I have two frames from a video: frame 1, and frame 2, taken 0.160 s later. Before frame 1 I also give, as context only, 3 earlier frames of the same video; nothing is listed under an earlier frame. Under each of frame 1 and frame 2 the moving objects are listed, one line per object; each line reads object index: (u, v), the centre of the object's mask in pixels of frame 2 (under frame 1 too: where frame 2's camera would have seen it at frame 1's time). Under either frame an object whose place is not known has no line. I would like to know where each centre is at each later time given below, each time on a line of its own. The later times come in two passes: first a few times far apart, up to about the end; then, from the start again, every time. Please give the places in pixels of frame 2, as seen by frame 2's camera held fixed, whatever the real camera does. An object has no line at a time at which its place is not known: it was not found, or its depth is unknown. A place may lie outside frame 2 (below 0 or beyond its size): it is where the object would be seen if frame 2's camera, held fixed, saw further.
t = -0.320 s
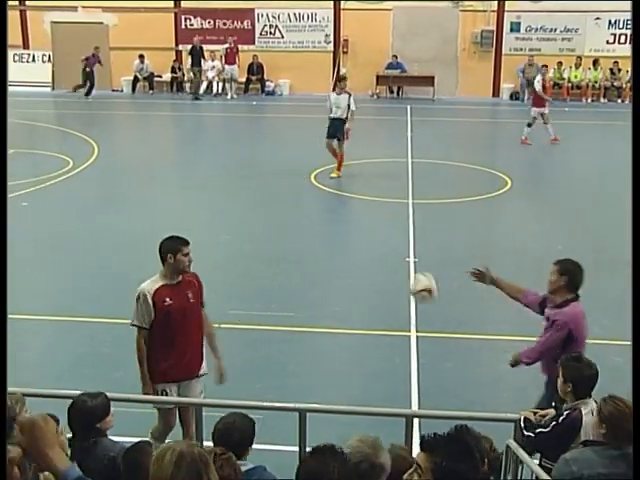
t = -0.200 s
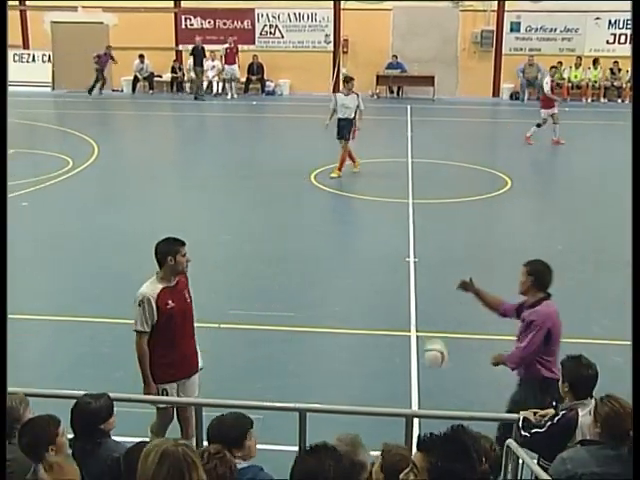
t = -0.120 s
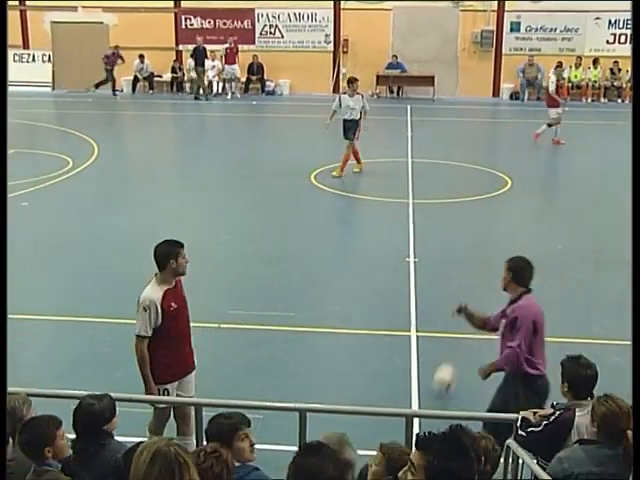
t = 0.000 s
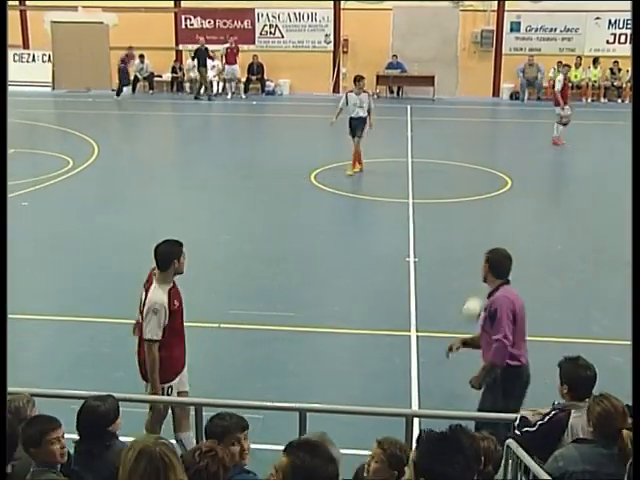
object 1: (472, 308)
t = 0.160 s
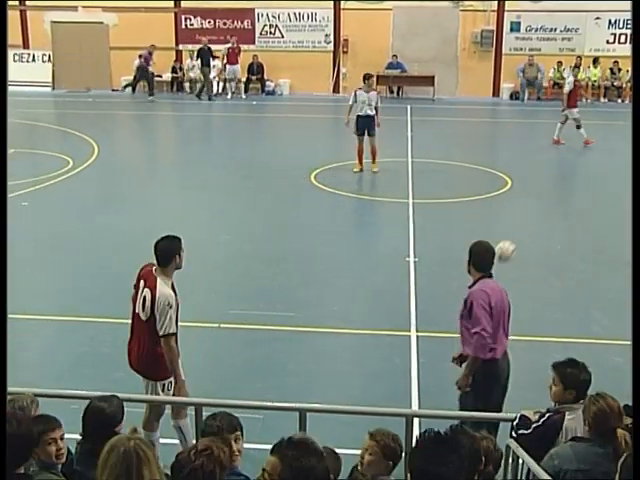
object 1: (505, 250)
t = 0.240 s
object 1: (518, 234)
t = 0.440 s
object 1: (547, 223)
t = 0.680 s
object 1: (572, 253)
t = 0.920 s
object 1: (599, 230)
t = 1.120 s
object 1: (617, 222)
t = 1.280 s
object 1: (628, 218)
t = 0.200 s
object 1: (512, 242)
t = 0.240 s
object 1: (518, 234)
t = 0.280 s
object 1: (526, 228)
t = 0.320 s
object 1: (531, 225)
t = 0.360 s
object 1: (536, 222)
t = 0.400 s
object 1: (542, 222)
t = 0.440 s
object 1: (547, 223)
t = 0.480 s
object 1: (552, 225)
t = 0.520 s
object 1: (557, 228)
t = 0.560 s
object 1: (561, 232)
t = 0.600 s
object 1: (565, 239)
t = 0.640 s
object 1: (568, 245)
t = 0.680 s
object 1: (572, 253)
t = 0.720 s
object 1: (576, 262)
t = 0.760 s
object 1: (578, 261)
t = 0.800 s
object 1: (584, 252)
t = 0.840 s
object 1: (589, 243)
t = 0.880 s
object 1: (593, 236)
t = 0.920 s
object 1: (599, 230)
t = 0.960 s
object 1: (603, 226)
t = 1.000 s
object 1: (608, 223)
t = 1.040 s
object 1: (611, 222)
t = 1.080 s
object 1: (614, 221)
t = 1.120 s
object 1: (617, 222)
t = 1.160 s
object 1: (620, 224)
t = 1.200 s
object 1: (623, 227)
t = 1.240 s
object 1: (626, 227)
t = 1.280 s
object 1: (628, 218)
